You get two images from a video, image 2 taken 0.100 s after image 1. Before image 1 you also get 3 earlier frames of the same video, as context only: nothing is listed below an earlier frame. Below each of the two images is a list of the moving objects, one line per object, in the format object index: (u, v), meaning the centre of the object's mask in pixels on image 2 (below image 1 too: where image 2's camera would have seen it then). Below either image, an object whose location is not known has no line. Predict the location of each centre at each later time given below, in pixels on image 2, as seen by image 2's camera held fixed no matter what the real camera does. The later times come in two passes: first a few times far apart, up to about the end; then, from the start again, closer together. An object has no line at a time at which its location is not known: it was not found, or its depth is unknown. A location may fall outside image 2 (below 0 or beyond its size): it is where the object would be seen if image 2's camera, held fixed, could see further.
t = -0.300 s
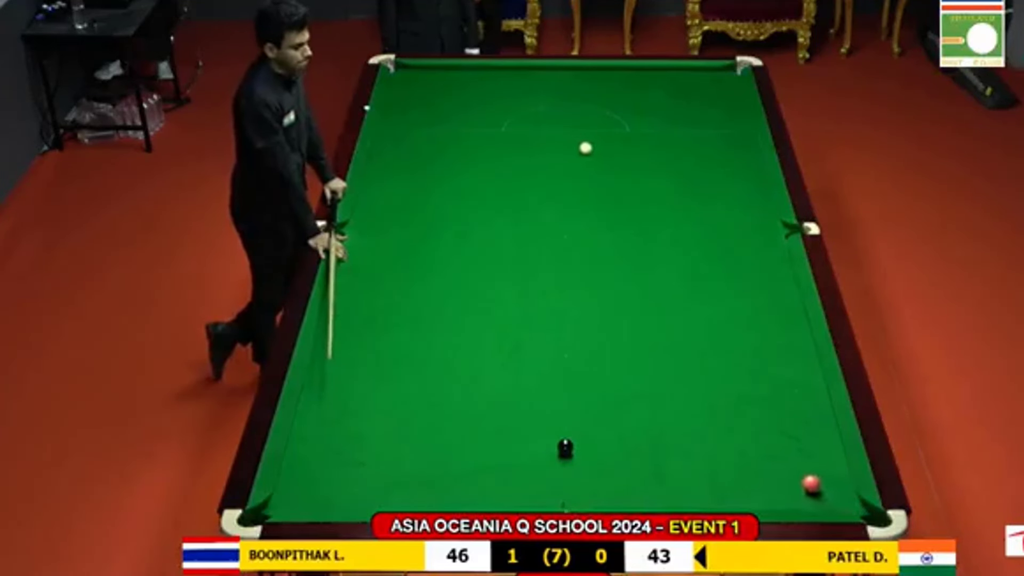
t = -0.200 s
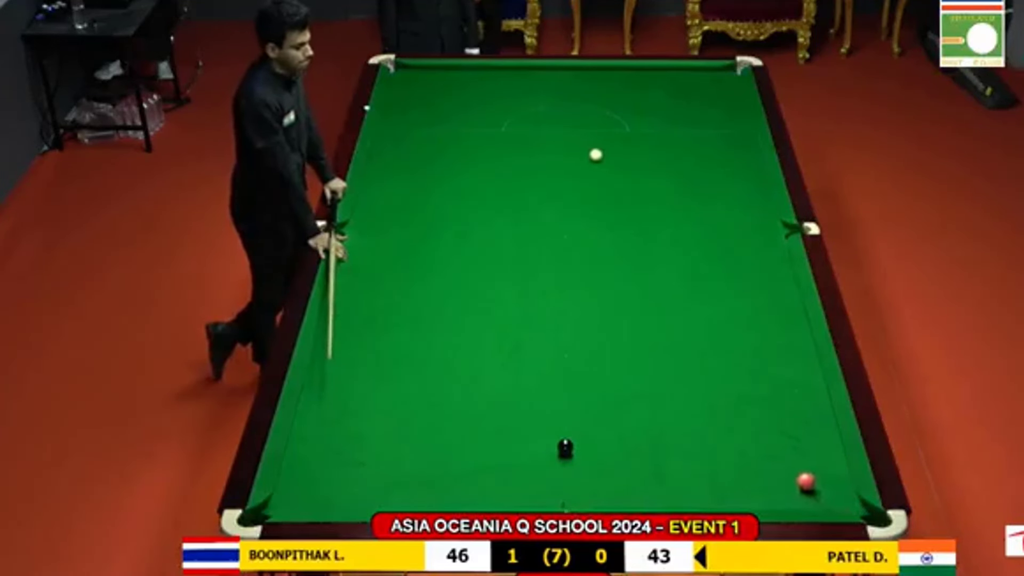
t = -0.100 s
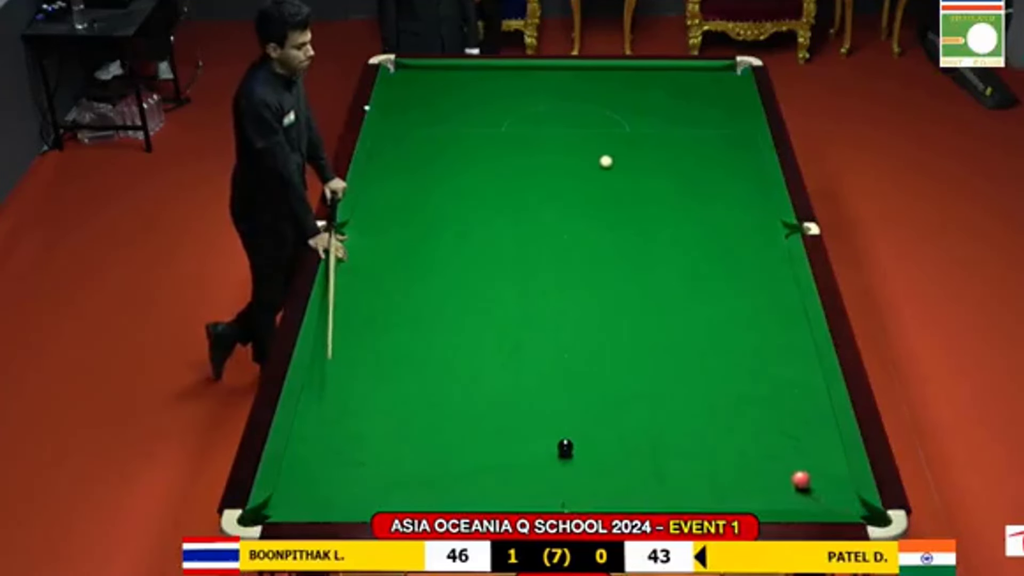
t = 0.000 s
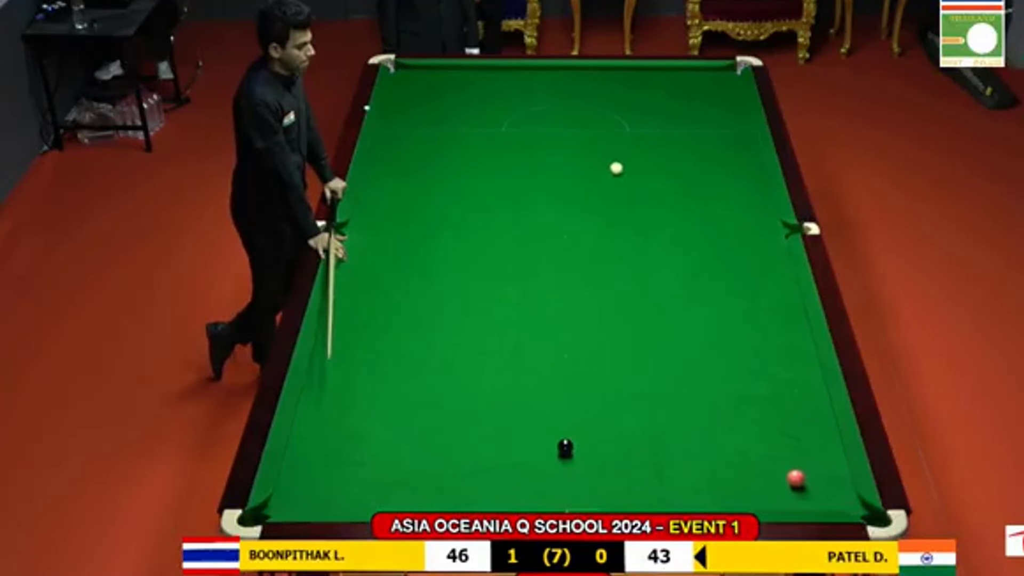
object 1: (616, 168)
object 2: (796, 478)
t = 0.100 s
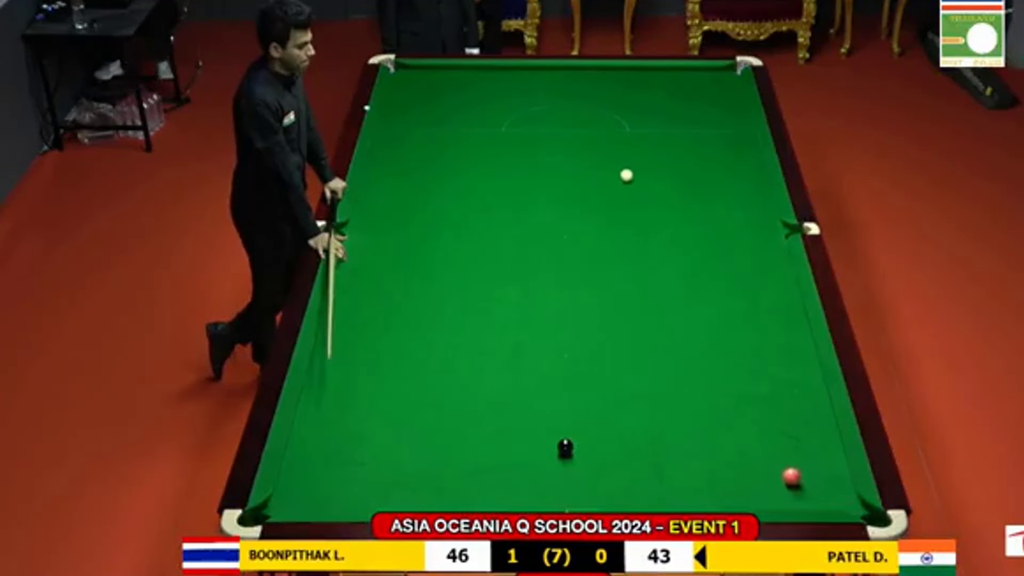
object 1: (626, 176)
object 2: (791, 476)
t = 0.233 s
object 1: (641, 185)
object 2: (786, 474)
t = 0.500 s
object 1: (669, 204)
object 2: (776, 471)
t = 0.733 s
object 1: (694, 221)
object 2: (768, 468)
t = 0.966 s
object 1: (719, 237)
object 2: (762, 466)
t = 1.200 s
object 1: (745, 255)
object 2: (758, 464)
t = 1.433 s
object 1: (772, 273)
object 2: (754, 463)
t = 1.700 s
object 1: (788, 292)
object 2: (752, 462)
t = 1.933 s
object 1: (780, 306)
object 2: (751, 461)
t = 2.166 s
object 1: (772, 320)
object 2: (751, 461)
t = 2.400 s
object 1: (764, 335)
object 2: (751, 461)
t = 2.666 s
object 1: (756, 350)
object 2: (751, 461)
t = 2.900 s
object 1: (748, 364)
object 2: (751, 461)
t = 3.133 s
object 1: (741, 378)
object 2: (751, 461)
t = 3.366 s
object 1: (734, 391)
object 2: (751, 461)
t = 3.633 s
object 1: (726, 407)
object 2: (751, 461)
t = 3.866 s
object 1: (720, 418)
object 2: (751, 462)
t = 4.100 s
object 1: (714, 431)
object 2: (751, 462)
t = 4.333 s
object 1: (707, 442)
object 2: (751, 462)
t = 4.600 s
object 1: (701, 454)
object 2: (751, 462)
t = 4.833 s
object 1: (696, 465)
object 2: (751, 462)
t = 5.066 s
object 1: (691, 474)
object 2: (751, 462)
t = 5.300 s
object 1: (686, 482)
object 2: (751, 462)
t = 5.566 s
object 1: (682, 491)
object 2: (751, 462)
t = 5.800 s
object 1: (678, 497)
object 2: (751, 462)
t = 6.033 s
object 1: (675, 502)
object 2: (751, 462)
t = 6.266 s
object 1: (673, 503)
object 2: (751, 462)
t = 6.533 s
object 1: (671, 501)
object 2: (751, 462)
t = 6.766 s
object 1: (670, 500)
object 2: (751, 462)
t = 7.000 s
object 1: (670, 500)
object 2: (751, 462)
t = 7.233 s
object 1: (670, 500)
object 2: (751, 462)
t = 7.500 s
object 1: (670, 500)
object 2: (751, 462)
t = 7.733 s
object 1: (670, 500)
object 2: (751, 462)
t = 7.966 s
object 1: (670, 500)
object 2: (751, 462)
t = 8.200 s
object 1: (670, 500)
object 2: (751, 461)
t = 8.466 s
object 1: (670, 500)
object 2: (751, 462)
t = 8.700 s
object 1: (670, 500)
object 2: (751, 462)
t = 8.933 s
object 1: (670, 500)
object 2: (751, 462)
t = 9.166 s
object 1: (670, 500)
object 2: (751, 462)
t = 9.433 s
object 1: (670, 500)
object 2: (751, 462)
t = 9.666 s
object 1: (670, 500)
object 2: (751, 462)
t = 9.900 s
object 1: (670, 500)
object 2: (751, 462)
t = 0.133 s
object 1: (631, 178)
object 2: (790, 475)
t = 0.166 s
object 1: (633, 180)
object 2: (789, 475)
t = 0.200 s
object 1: (637, 182)
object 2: (787, 474)
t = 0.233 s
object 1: (641, 185)
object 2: (786, 474)
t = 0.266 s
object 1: (643, 187)
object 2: (784, 473)
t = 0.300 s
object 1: (647, 189)
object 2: (783, 473)
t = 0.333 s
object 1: (652, 192)
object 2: (781, 473)
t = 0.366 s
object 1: (654, 194)
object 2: (780, 472)
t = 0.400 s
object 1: (658, 197)
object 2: (779, 472)
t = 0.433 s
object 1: (662, 199)
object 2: (778, 471)
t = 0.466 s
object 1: (664, 201)
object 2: (777, 471)
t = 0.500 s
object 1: (669, 204)
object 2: (776, 471)
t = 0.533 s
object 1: (673, 206)
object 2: (774, 470)
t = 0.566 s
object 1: (675, 208)
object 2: (774, 470)
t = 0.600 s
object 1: (679, 211)
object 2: (772, 470)
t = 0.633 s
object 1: (684, 214)
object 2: (771, 469)
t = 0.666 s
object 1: (686, 215)
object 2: (770, 469)
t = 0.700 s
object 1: (690, 218)
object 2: (770, 469)
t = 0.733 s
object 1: (694, 221)
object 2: (768, 468)
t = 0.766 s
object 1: (697, 222)
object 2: (767, 468)
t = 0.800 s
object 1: (701, 225)
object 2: (767, 468)
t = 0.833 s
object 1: (705, 228)
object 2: (765, 467)
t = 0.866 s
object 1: (707, 230)
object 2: (765, 467)
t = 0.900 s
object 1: (712, 233)
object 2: (764, 467)
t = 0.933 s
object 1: (716, 236)
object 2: (763, 466)
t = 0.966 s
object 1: (719, 237)
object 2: (762, 466)
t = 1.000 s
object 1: (723, 240)
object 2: (761, 466)
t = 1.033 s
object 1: (727, 243)
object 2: (760, 465)
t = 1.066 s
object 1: (729, 245)
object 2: (760, 465)
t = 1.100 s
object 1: (734, 248)
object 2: (759, 465)
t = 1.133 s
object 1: (738, 250)
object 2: (759, 465)
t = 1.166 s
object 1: (741, 252)
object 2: (758, 464)
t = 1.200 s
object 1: (745, 255)
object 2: (758, 464)
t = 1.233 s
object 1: (750, 258)
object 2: (757, 464)
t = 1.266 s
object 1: (752, 259)
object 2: (756, 464)
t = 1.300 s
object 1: (757, 262)
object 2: (756, 463)
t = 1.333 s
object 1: (761, 265)
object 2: (756, 463)
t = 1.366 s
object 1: (763, 267)
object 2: (755, 463)
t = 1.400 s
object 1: (768, 270)
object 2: (755, 463)
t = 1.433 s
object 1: (772, 273)
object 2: (754, 463)
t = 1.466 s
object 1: (774, 274)
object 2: (754, 462)
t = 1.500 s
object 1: (779, 277)
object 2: (753, 462)
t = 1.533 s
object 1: (783, 281)
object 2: (753, 462)
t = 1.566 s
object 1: (785, 282)
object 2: (753, 462)
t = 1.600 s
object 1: (790, 285)
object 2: (753, 462)
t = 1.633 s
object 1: (790, 288)
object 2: (752, 462)
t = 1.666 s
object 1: (789, 289)
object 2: (752, 462)
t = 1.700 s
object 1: (788, 292)
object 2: (752, 462)
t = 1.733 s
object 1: (787, 294)
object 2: (752, 462)
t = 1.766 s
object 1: (786, 295)
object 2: (751, 461)
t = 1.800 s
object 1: (785, 297)
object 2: (751, 461)
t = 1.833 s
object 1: (783, 300)
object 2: (751, 461)
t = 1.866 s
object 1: (782, 302)
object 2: (751, 461)
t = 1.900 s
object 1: (781, 304)
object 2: (751, 461)
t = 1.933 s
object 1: (780, 306)
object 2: (751, 461)
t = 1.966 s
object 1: (779, 308)
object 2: (751, 461)
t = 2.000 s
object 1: (778, 310)
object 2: (751, 461)
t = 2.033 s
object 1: (776, 313)
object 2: (751, 461)
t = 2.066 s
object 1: (776, 314)
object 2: (751, 461)
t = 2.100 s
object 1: (774, 316)
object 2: (751, 461)
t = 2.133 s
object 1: (773, 319)
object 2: (751, 461)
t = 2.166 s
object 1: (772, 320)
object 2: (751, 461)
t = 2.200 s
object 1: (771, 323)
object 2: (751, 461)
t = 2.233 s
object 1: (770, 325)
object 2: (751, 461)
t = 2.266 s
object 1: (769, 326)
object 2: (751, 461)
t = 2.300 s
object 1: (768, 329)
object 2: (751, 461)
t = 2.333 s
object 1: (766, 331)
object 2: (751, 461)
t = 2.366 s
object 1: (766, 332)
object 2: (751, 461)
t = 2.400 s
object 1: (764, 335)
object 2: (751, 461)
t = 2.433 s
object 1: (763, 337)
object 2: (751, 461)
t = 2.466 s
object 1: (762, 338)
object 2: (751, 461)
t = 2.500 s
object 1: (761, 341)
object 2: (751, 461)
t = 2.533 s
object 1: (760, 343)
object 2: (751, 461)
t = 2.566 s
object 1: (759, 344)
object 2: (751, 461)
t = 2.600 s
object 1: (758, 347)
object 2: (751, 461)
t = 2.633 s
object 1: (756, 349)
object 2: (751, 461)
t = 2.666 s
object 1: (756, 350)
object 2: (751, 461)
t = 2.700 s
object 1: (754, 353)
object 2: (751, 461)
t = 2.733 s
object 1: (753, 355)
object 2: (751, 461)
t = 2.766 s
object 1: (753, 356)
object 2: (751, 461)
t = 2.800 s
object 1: (751, 359)
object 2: (751, 461)
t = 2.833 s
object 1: (750, 361)
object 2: (751, 462)
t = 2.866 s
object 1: (749, 362)
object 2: (751, 461)
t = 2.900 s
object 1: (748, 364)
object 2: (751, 461)
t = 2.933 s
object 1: (747, 367)
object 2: (751, 462)
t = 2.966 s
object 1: (746, 368)
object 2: (751, 461)
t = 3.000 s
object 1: (745, 370)
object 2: (751, 461)
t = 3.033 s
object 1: (744, 373)
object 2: (751, 461)
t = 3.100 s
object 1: (742, 376)
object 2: (751, 461)
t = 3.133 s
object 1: (741, 378)
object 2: (751, 461)
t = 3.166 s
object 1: (740, 379)
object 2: (751, 462)
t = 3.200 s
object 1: (739, 382)
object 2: (751, 462)
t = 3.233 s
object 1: (738, 384)
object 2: (751, 461)
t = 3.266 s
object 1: (737, 385)
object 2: (751, 461)
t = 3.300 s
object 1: (736, 388)
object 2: (751, 461)
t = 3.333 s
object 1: (735, 390)
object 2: (751, 462)
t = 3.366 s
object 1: (734, 391)
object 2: (751, 461)
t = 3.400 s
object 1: (733, 394)
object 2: (751, 461)
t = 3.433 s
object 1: (732, 396)
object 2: (751, 461)
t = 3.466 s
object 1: (731, 397)
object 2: (751, 462)
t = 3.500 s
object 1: (730, 399)
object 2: (751, 461)
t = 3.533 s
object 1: (729, 401)
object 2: (751, 462)
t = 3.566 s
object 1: (728, 402)
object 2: (751, 462)
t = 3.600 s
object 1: (727, 404)
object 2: (751, 462)
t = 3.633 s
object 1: (726, 407)
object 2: (751, 461)
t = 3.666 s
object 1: (725, 408)
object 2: (751, 461)
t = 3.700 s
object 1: (724, 410)
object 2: (751, 462)
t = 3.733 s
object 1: (723, 412)
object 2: (751, 461)
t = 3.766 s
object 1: (723, 413)
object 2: (751, 461)
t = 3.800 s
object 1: (722, 415)
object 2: (751, 461)
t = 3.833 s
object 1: (720, 417)
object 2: (751, 461)
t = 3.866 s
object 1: (720, 418)
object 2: (751, 462)
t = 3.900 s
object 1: (719, 420)
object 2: (751, 462)
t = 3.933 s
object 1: (717, 423)
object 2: (751, 462)
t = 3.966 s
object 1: (717, 423)
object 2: (751, 462)
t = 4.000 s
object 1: (716, 426)
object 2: (751, 462)
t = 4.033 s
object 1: (715, 427)
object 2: (751, 462)
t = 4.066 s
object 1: (715, 428)
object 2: (751, 462)
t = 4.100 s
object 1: (714, 431)
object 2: (751, 462)
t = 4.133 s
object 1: (712, 433)
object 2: (751, 462)
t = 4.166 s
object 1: (712, 434)
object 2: (751, 462)
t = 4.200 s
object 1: (711, 435)
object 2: (751, 462)
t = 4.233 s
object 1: (710, 438)
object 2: (751, 462)
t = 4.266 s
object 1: (709, 439)
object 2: (751, 462)
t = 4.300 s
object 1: (708, 440)
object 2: (751, 462)
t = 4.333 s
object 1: (707, 442)
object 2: (751, 462)
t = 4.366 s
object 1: (707, 443)
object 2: (751, 462)
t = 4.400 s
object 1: (706, 445)
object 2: (751, 462)
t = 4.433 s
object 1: (705, 447)
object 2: (751, 462)
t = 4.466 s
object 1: (704, 448)
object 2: (751, 462)
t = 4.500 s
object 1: (704, 450)
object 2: (751, 462)
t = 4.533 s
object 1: (703, 452)
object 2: (751, 462)
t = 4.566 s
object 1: (702, 452)
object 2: (751, 462)
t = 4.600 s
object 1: (701, 454)
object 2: (751, 462)
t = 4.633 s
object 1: (700, 456)
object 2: (751, 462)
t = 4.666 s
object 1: (700, 457)
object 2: (751, 462)
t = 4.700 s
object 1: (699, 459)
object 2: (751, 462)
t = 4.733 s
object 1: (698, 460)
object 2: (751, 462)
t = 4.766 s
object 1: (698, 461)
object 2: (751, 462)
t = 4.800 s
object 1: (697, 463)
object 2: (751, 462)
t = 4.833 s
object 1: (696, 465)
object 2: (751, 462)
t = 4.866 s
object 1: (695, 466)
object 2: (751, 462)
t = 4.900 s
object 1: (694, 467)
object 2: (751, 462)
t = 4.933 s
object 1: (693, 469)
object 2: (751, 462)
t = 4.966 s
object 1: (693, 470)
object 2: (751, 462)
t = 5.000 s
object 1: (692, 471)
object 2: (751, 461)
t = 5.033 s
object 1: (691, 473)
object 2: (751, 462)
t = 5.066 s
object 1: (691, 474)
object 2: (751, 462)
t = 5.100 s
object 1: (690, 475)
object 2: (751, 462)
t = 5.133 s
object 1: (689, 477)
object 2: (751, 462)
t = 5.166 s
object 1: (689, 477)
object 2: (751, 462)
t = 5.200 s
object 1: (688, 479)
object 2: (751, 462)
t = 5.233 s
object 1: (687, 480)
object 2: (751, 462)
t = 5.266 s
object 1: (687, 481)
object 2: (751, 462)
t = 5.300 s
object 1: (686, 482)
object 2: (751, 462)
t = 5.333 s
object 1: (685, 484)
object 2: (751, 462)
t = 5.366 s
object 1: (685, 484)
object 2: (751, 462)
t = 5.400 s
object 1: (685, 486)
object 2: (751, 462)
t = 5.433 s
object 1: (684, 487)
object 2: (751, 462)
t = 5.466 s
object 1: (683, 488)
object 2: (751, 462)
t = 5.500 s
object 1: (683, 489)
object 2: (751, 462)
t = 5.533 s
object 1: (682, 490)
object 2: (751, 462)
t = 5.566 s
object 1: (682, 491)
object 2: (751, 462)
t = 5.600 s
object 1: (681, 492)
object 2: (751, 462)
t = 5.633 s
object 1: (681, 493)
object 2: (751, 462)
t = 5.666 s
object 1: (680, 494)
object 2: (751, 462)
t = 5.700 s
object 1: (680, 495)
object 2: (751, 462)
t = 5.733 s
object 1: (679, 496)
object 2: (751, 462)
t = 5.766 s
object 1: (679, 496)
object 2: (751, 462)
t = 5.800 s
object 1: (678, 497)
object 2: (751, 462)
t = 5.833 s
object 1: (678, 498)
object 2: (751, 462)
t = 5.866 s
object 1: (677, 498)
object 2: (751, 461)
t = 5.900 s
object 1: (677, 499)
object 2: (751, 462)
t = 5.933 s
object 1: (676, 500)
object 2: (751, 462)
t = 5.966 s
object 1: (676, 500)
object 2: (751, 462)
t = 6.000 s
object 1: (675, 501)
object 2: (751, 462)
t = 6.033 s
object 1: (675, 502)
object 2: (751, 462)
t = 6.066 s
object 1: (675, 502)
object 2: (751, 462)
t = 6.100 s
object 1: (674, 503)
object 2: (751, 462)
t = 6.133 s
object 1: (674, 503)
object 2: (751, 462)
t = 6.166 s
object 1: (674, 503)
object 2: (751, 462)
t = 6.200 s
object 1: (673, 503)
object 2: (751, 462)
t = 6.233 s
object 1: (673, 503)
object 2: (751, 462)
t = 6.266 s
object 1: (673, 503)
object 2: (751, 462)
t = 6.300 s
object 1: (672, 502)
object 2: (751, 462)
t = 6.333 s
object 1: (672, 502)
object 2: (751, 462)
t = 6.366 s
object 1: (672, 502)
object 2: (751, 462)
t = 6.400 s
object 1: (672, 501)
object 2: (751, 462)
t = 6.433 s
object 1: (671, 501)
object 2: (751, 462)
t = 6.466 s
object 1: (671, 501)
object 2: (751, 462)
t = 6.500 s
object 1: (671, 501)
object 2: (751, 462)
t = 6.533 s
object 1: (671, 501)
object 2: (751, 462)
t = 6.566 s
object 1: (671, 500)
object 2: (751, 462)
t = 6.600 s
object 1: (671, 500)
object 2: (751, 462)
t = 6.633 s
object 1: (671, 500)
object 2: (751, 462)
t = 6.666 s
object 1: (671, 500)
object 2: (751, 462)
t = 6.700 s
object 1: (671, 500)
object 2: (751, 462)
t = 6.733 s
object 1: (670, 500)
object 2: (751, 462)
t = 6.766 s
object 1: (670, 500)
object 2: (751, 462)
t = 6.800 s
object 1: (670, 500)
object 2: (751, 462)
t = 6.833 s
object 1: (670, 500)
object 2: (751, 462)
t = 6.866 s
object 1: (670, 500)
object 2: (751, 462)
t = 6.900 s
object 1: (670, 500)
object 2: (751, 462)
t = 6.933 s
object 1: (670, 500)
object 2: (751, 462)
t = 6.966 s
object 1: (670, 500)
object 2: (751, 462)
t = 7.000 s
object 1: (670, 500)
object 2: (751, 462)
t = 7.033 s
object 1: (670, 500)
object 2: (751, 462)
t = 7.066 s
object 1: (670, 500)
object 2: (751, 462)
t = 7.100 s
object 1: (670, 500)
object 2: (751, 462)
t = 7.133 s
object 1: (670, 500)
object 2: (751, 462)
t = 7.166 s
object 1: (670, 500)
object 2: (751, 462)
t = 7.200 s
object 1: (670, 500)
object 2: (751, 462)
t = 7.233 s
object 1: (670, 500)
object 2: (751, 462)
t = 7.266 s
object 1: (670, 500)
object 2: (751, 462)
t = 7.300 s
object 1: (670, 500)
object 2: (751, 462)
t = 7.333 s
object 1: (670, 500)
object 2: (751, 462)
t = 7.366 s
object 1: (670, 500)
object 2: (751, 462)
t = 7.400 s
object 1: (670, 500)
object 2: (751, 462)
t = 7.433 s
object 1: (670, 500)
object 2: (751, 462)
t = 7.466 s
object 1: (670, 500)
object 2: (751, 462)
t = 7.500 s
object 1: (670, 500)
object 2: (751, 462)
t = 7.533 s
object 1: (670, 500)
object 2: (751, 462)
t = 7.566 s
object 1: (670, 500)
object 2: (751, 462)
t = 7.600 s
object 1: (670, 500)
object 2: (751, 462)
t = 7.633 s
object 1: (670, 500)
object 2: (751, 462)
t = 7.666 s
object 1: (670, 500)
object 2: (751, 462)
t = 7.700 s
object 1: (670, 500)
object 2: (751, 462)
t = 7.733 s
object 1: (670, 500)
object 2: (751, 462)
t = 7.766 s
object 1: (670, 500)
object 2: (751, 462)
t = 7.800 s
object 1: (670, 500)
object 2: (751, 462)
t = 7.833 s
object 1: (670, 500)
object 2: (751, 462)
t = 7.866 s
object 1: (670, 500)
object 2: (751, 462)
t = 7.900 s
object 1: (670, 500)
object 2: (751, 462)
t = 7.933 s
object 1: (670, 500)
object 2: (751, 462)
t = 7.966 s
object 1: (670, 500)
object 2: (751, 462)
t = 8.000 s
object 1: (670, 500)
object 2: (751, 461)
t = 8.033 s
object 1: (670, 500)
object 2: (751, 461)
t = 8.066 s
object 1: (670, 500)
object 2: (751, 461)
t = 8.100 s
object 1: (670, 500)
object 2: (751, 461)
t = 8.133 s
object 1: (670, 500)
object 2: (751, 462)
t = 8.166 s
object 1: (670, 500)
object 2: (751, 462)
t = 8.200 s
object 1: (670, 500)
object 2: (751, 461)
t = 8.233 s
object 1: (670, 500)
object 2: (751, 462)
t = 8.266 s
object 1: (670, 500)
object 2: (751, 461)
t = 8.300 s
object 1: (670, 500)
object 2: (751, 462)
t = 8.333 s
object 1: (670, 500)
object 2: (751, 462)
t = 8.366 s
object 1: (670, 500)
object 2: (751, 462)
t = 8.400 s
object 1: (670, 500)
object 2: (751, 461)
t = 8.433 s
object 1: (670, 500)
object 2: (751, 462)
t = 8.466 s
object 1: (670, 500)
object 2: (751, 462)
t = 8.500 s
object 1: (670, 500)
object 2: (751, 462)
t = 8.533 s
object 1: (670, 500)
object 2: (751, 462)
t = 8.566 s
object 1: (670, 500)
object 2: (751, 462)
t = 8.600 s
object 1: (670, 500)
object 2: (751, 462)
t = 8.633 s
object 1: (670, 500)
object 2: (751, 462)
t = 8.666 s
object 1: (670, 500)
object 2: (751, 462)
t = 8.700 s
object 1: (670, 500)
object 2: (751, 462)
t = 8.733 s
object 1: (670, 500)
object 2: (751, 462)
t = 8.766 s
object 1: (670, 500)
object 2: (751, 462)
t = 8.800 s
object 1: (670, 500)
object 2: (751, 462)
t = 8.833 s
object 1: (670, 500)
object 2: (751, 462)
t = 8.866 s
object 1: (670, 500)
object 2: (751, 462)
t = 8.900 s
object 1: (670, 500)
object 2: (751, 462)
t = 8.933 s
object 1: (670, 500)
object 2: (751, 462)
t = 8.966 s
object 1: (670, 500)
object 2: (751, 462)
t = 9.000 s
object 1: (670, 500)
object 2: (751, 462)
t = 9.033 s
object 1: (670, 500)
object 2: (751, 462)
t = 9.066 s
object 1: (670, 500)
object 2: (751, 462)
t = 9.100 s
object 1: (670, 500)
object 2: (751, 462)
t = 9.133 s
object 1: (670, 500)
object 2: (751, 462)
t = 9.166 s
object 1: (670, 500)
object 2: (751, 462)
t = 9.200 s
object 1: (670, 500)
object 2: (751, 462)
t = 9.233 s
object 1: (670, 500)
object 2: (751, 462)
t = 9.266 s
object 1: (670, 500)
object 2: (751, 462)
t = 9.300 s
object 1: (670, 500)
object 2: (751, 462)
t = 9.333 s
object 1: (670, 500)
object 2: (751, 462)
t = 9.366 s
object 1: (670, 500)
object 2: (751, 462)
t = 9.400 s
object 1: (670, 500)
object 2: (751, 462)
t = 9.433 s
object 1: (670, 500)
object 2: (751, 462)
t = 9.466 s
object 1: (670, 500)
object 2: (751, 462)
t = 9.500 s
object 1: (670, 500)
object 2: (751, 462)
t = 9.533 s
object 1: (670, 500)
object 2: (751, 462)
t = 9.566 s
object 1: (670, 500)
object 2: (751, 462)
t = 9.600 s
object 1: (670, 500)
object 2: (751, 462)
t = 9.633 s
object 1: (670, 500)
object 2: (751, 462)
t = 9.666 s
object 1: (670, 500)
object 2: (751, 462)
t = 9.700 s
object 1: (670, 500)
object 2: (751, 462)
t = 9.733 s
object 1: (670, 500)
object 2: (751, 462)
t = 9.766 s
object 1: (670, 500)
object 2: (751, 462)
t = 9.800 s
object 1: (670, 500)
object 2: (751, 462)
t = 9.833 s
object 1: (670, 500)
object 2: (751, 462)
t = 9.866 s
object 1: (670, 500)
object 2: (751, 462)
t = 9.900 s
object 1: (670, 500)
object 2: (751, 462)
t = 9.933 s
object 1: (670, 500)
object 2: (751, 462)
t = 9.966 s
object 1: (670, 500)
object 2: (751, 462)
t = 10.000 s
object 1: (670, 500)
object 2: (751, 462)
